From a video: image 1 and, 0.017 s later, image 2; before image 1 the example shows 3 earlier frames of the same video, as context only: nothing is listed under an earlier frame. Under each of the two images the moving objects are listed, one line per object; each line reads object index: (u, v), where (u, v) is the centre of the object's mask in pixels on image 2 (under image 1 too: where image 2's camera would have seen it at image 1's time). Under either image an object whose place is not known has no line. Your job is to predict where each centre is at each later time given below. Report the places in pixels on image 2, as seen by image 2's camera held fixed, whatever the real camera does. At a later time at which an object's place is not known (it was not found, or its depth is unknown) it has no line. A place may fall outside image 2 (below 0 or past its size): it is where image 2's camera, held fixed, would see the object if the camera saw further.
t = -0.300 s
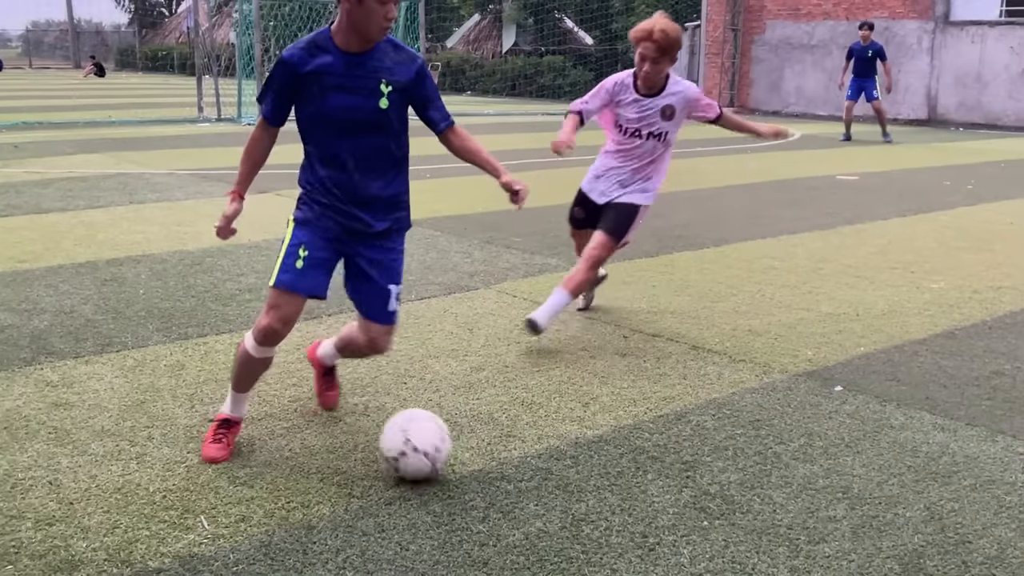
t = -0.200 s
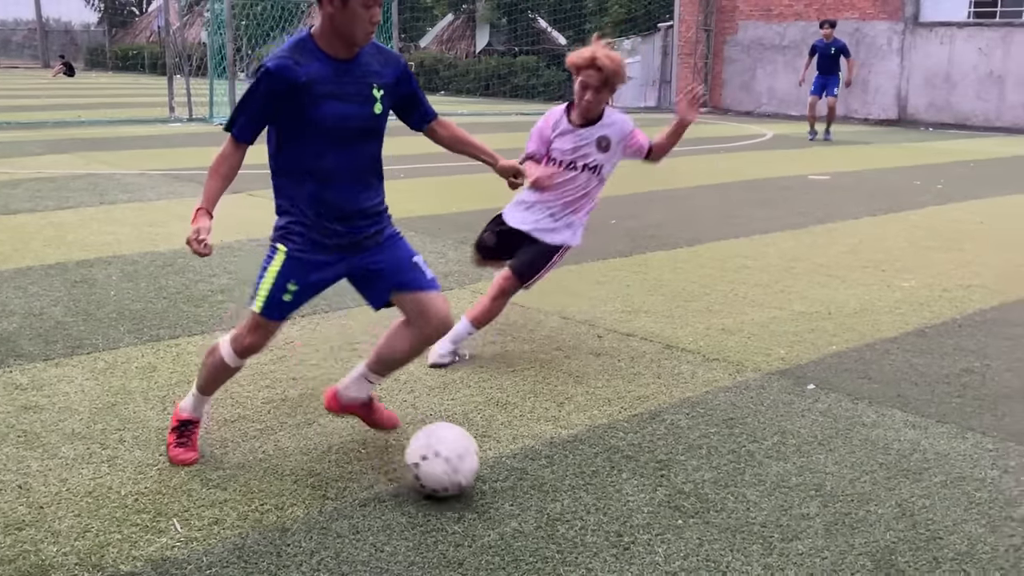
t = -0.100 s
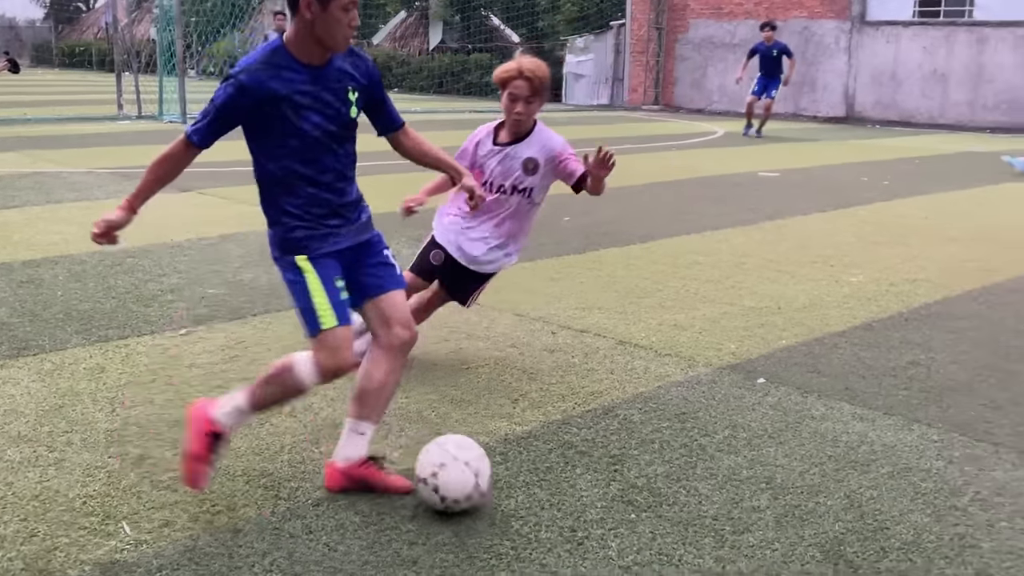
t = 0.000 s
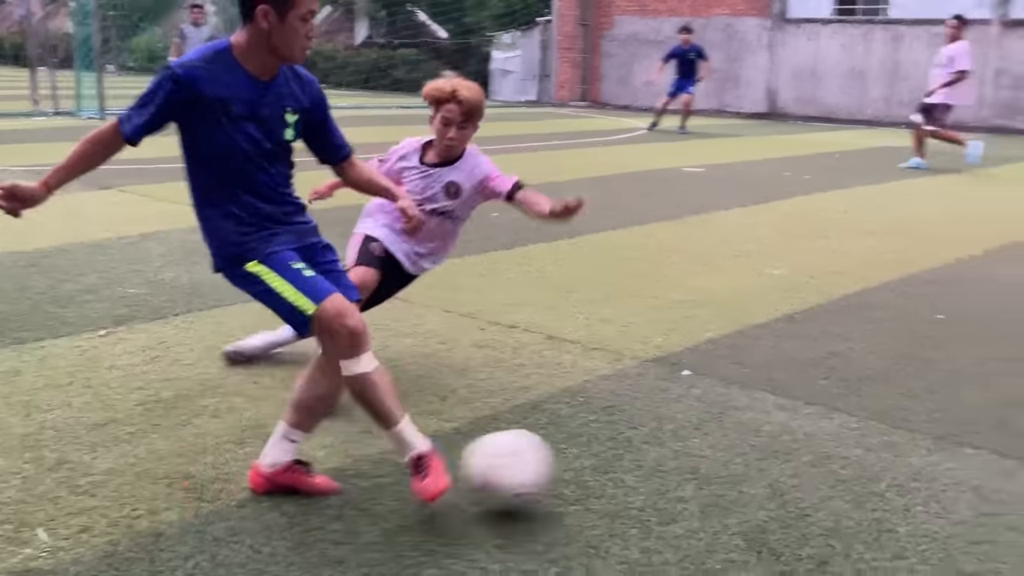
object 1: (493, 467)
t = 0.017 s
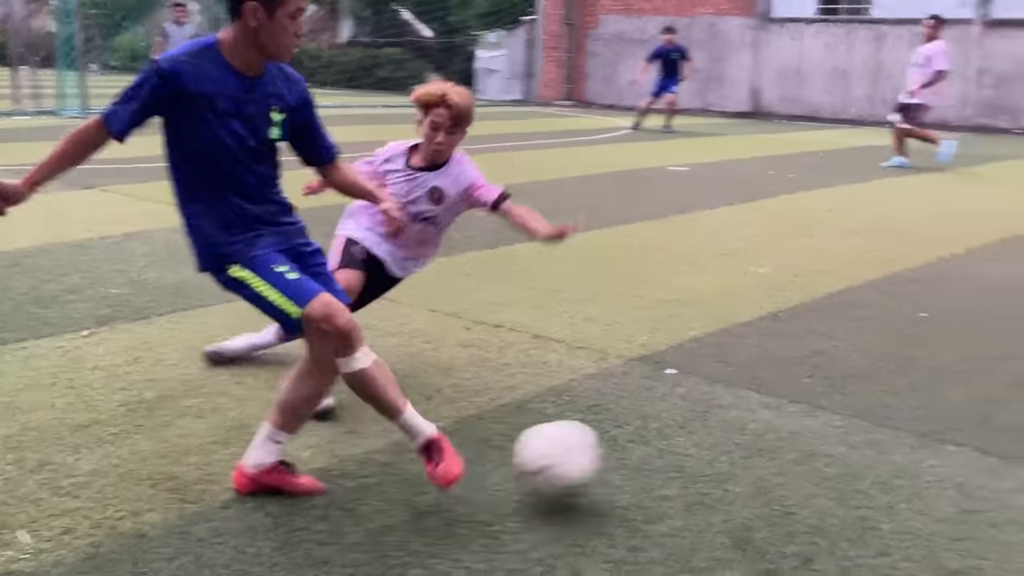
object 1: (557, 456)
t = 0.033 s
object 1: (623, 452)
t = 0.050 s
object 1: (687, 443)
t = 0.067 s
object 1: (747, 437)
